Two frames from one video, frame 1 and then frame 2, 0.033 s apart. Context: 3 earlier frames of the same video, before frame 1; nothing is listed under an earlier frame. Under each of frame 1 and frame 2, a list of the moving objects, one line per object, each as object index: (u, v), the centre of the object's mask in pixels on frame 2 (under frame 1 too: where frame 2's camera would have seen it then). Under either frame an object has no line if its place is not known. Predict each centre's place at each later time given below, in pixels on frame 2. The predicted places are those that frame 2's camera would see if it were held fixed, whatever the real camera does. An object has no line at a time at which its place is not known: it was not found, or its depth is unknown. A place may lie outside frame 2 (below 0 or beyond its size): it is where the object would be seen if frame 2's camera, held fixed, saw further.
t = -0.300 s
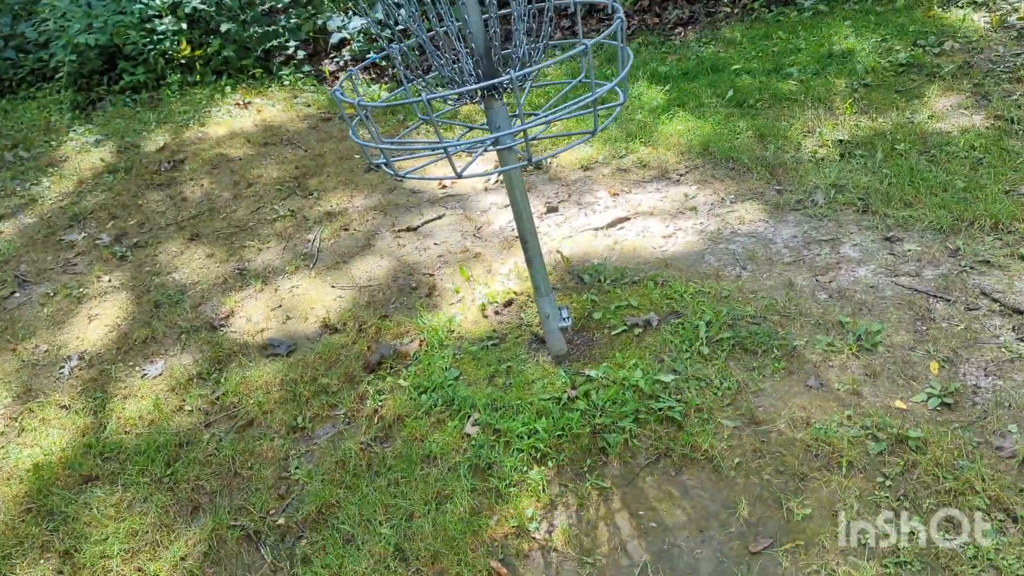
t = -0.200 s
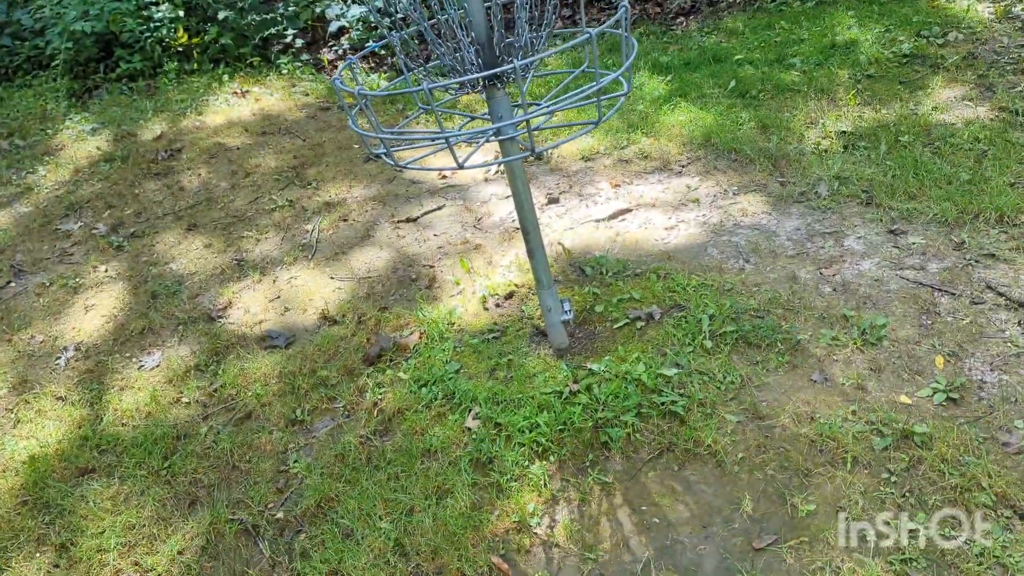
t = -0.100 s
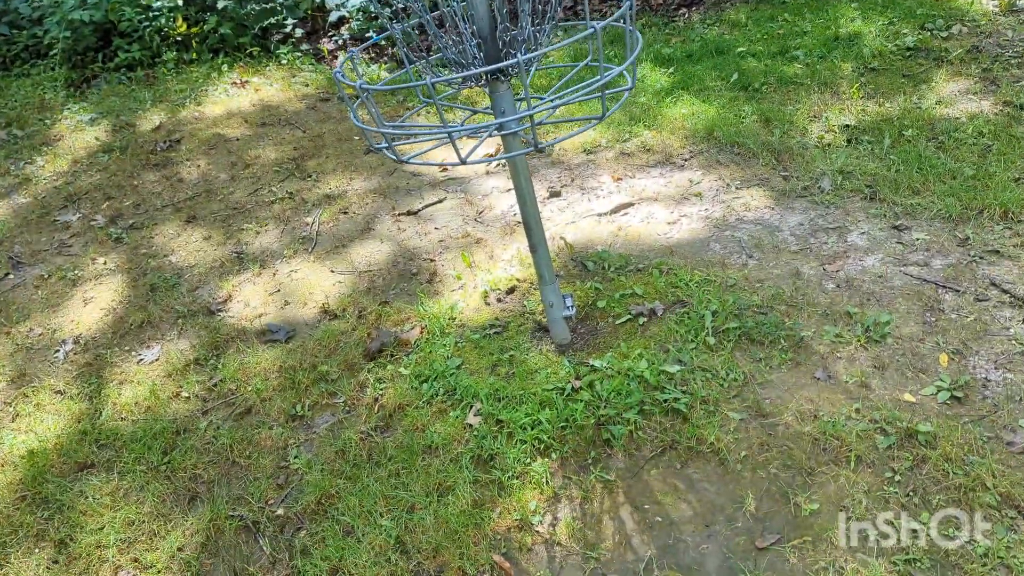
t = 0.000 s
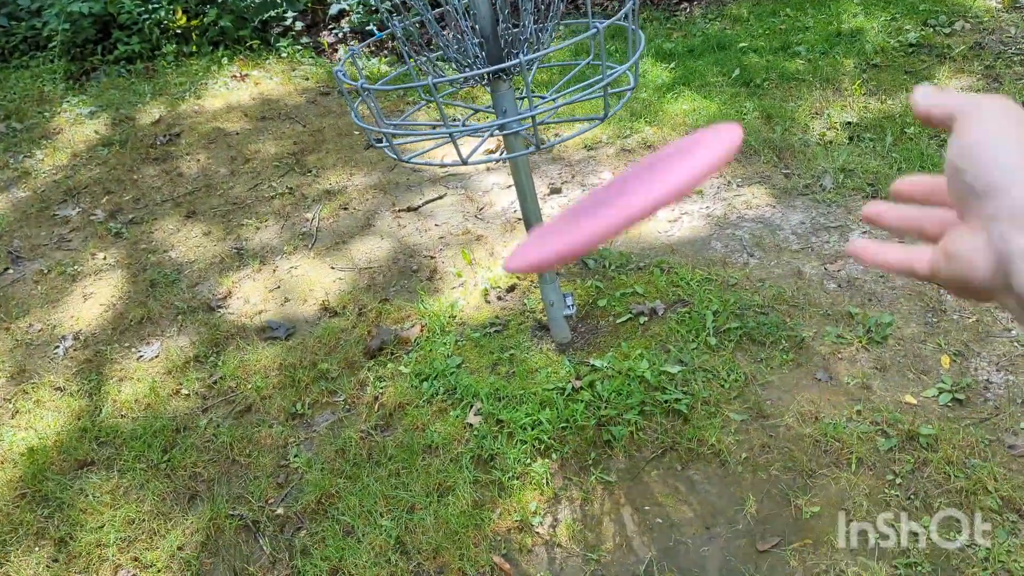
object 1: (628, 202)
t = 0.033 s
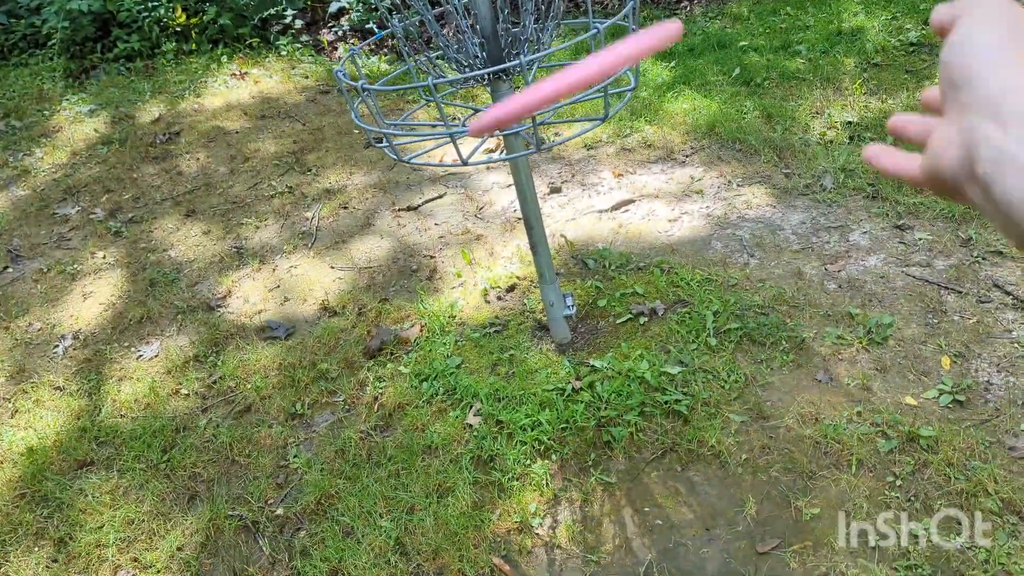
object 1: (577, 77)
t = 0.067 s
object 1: (501, 17)
